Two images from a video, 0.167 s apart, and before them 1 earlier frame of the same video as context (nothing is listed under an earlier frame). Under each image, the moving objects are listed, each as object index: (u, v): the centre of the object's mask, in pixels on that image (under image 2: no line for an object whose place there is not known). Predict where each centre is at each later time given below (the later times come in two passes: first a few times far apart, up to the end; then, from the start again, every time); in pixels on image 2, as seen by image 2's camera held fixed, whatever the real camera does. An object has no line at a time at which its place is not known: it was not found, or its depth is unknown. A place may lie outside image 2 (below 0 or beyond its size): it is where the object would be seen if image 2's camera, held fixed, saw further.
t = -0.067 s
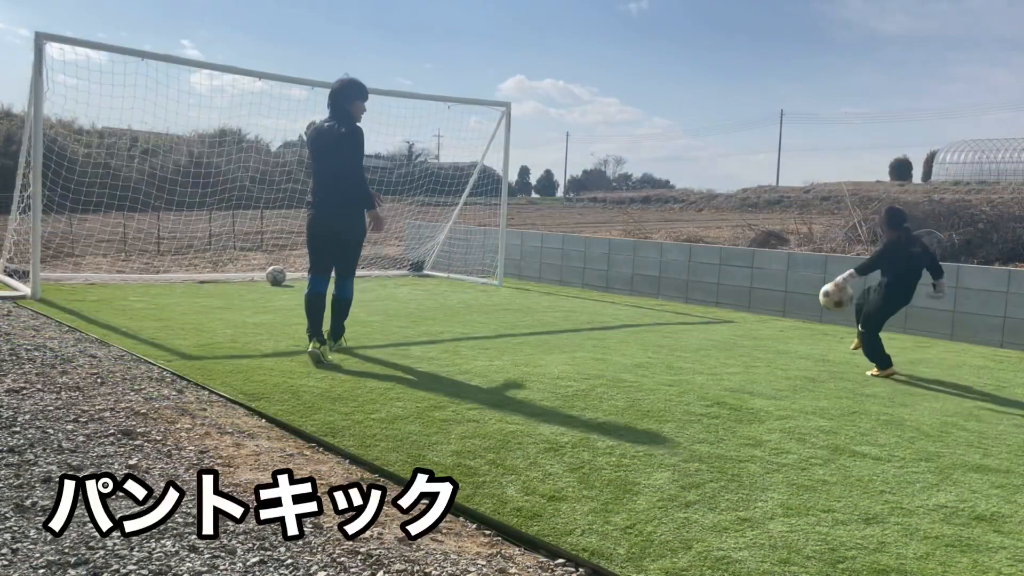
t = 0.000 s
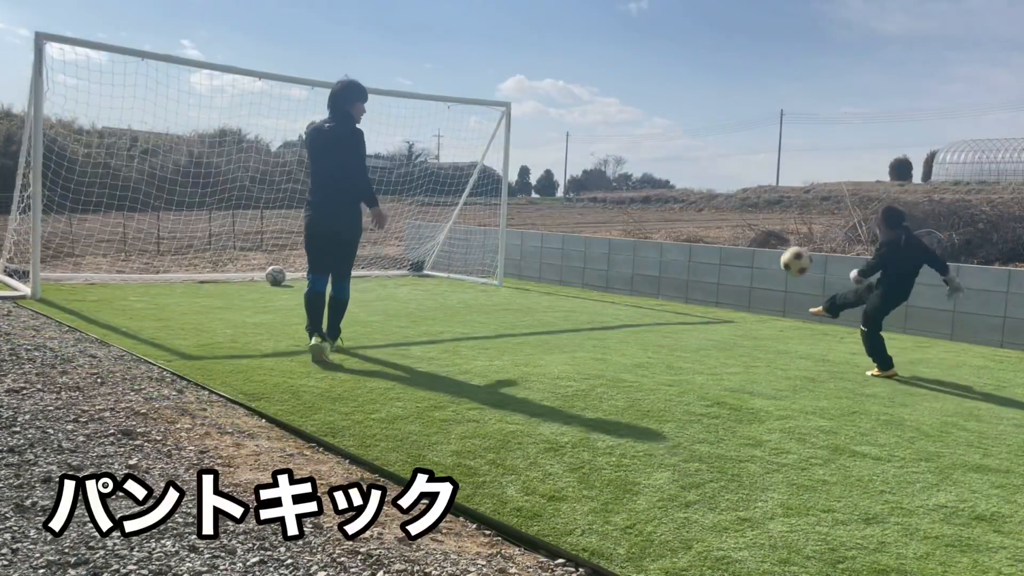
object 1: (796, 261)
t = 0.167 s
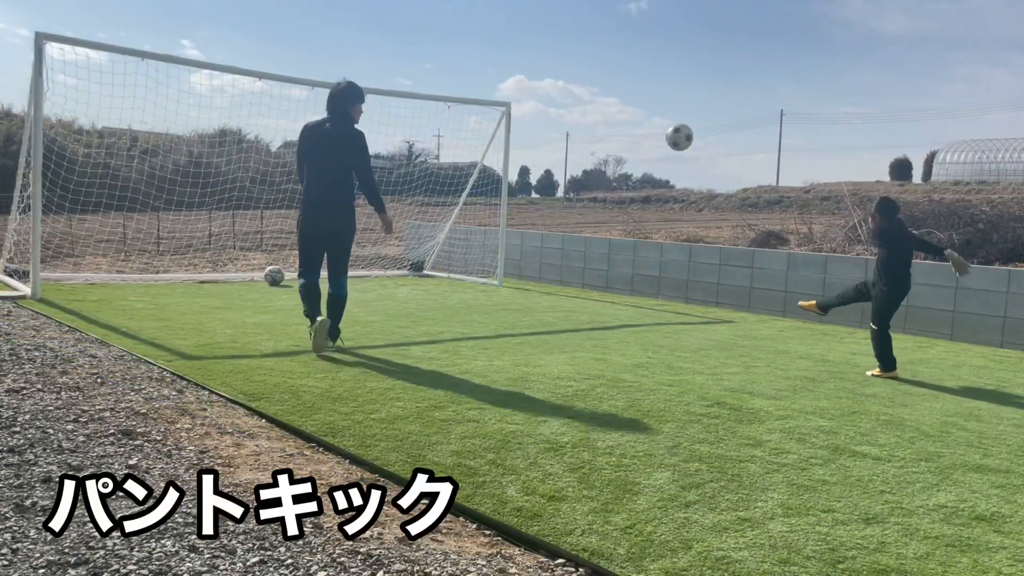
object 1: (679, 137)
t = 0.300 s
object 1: (604, 81)
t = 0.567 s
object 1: (486, 50)
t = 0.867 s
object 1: (389, 101)
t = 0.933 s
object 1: (372, 118)
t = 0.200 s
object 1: (659, 120)
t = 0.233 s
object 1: (640, 105)
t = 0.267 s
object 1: (622, 92)
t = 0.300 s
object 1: (604, 81)
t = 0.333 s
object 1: (587, 71)
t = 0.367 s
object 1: (571, 64)
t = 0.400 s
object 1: (556, 59)
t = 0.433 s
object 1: (540, 54)
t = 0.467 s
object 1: (526, 51)
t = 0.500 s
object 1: (512, 50)
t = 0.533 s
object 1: (499, 49)
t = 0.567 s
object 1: (486, 50)
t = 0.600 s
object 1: (474, 52)
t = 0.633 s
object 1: (462, 54)
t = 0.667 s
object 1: (450, 58)
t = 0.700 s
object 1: (439, 63)
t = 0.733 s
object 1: (429, 69)
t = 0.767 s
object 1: (418, 75)
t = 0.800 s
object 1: (408, 82)
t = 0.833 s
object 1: (399, 90)
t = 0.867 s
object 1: (389, 101)
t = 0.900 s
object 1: (380, 108)
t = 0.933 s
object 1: (372, 118)
